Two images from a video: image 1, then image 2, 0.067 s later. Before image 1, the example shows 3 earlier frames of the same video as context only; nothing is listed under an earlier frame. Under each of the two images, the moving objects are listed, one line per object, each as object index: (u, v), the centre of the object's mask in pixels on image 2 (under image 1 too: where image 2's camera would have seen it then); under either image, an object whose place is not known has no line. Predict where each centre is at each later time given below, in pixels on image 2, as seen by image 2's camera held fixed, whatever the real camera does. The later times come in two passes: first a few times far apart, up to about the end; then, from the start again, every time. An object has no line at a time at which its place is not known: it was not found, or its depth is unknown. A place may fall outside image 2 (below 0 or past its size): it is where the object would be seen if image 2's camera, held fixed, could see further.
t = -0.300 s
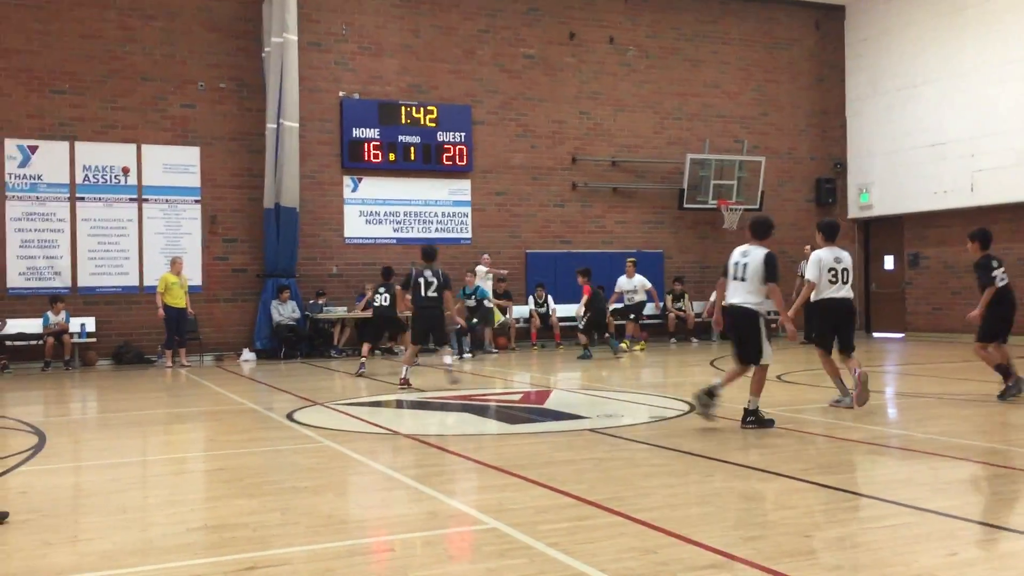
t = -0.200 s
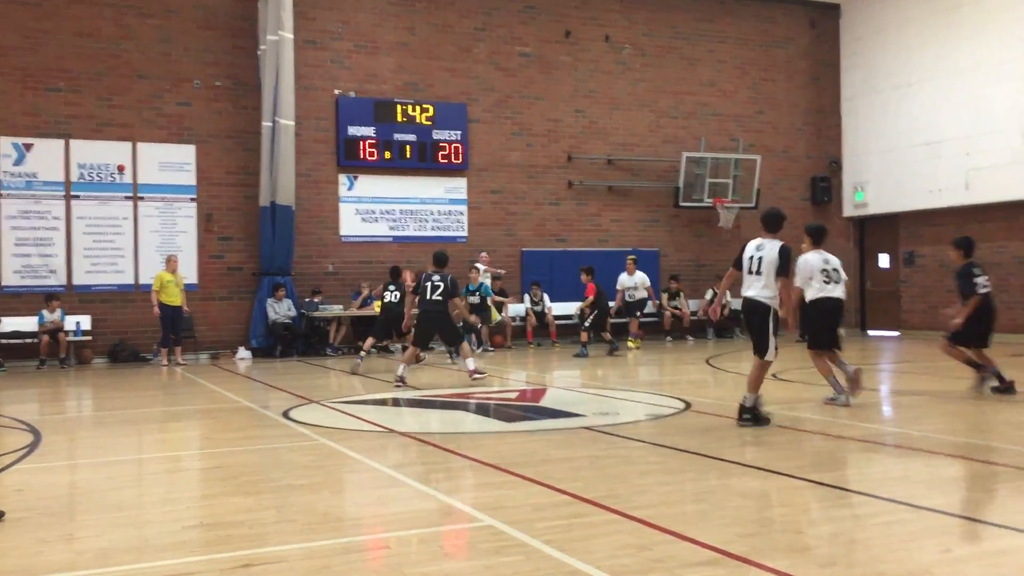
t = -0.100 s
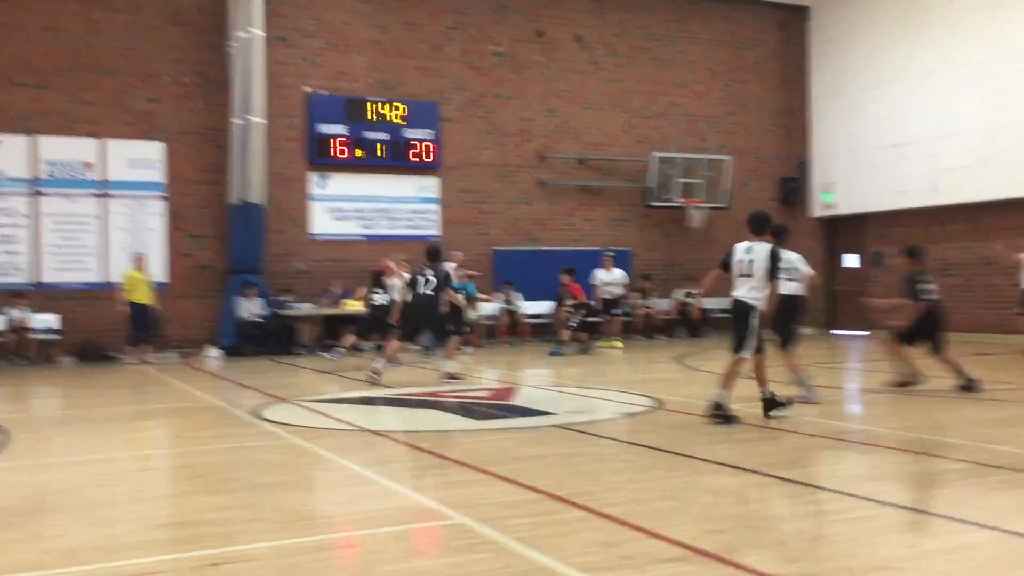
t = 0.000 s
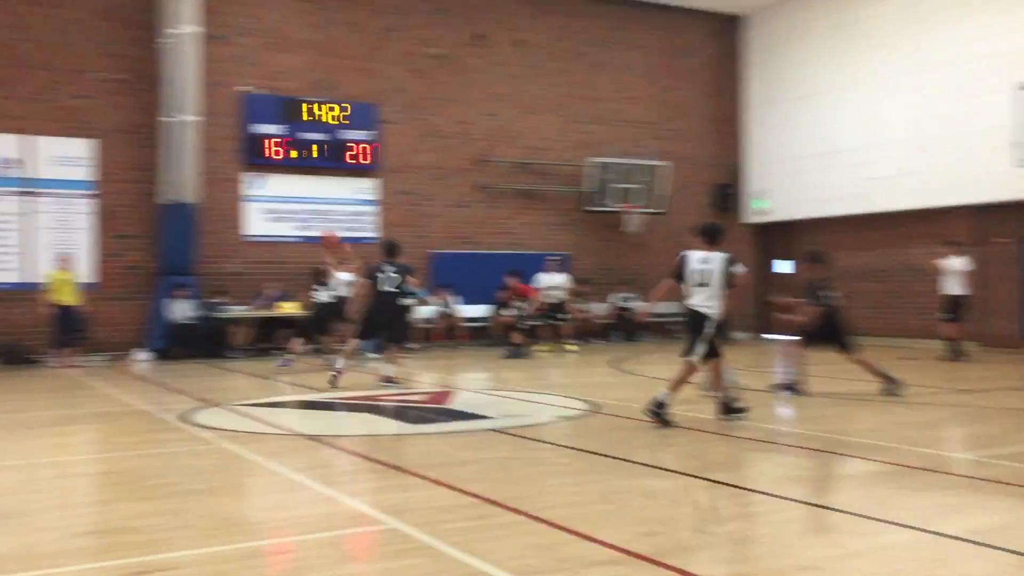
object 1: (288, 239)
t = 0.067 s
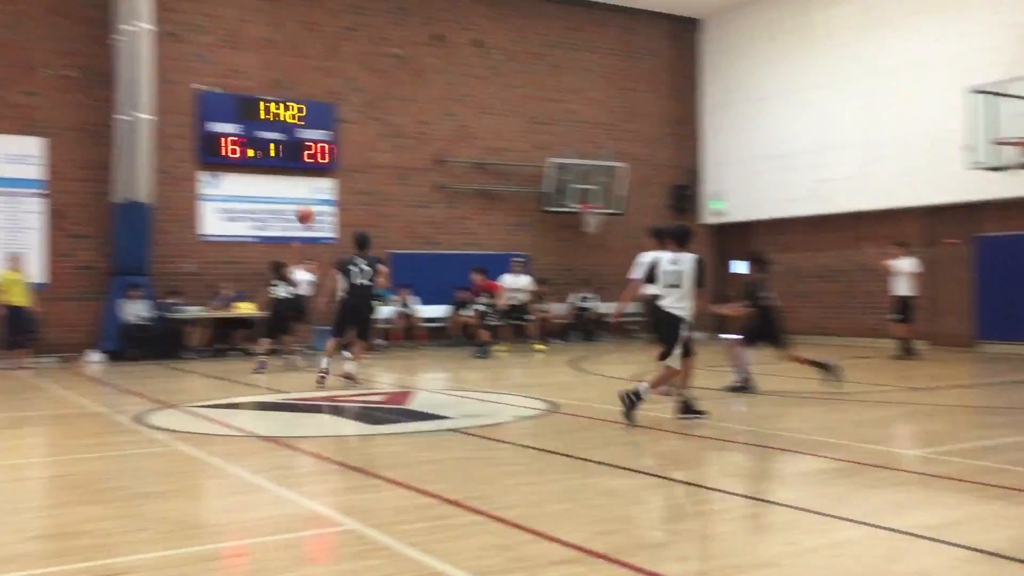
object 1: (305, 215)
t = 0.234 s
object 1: (357, 168)
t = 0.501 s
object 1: (458, 127)
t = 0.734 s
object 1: (576, 141)
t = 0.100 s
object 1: (314, 205)
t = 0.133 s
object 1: (325, 196)
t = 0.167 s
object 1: (335, 185)
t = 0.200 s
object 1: (346, 176)
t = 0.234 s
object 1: (357, 168)
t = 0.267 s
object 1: (368, 160)
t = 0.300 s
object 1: (379, 153)
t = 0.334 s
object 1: (391, 147)
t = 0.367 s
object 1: (404, 142)
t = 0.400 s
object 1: (417, 137)
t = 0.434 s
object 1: (430, 133)
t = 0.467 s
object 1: (444, 130)
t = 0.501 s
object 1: (458, 127)
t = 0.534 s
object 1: (473, 125)
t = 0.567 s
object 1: (489, 126)
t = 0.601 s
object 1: (504, 127)
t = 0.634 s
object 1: (521, 129)
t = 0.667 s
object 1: (538, 131)
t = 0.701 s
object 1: (557, 135)
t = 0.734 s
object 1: (576, 141)
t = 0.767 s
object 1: (597, 148)
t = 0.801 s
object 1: (618, 155)
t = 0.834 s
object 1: (639, 166)
